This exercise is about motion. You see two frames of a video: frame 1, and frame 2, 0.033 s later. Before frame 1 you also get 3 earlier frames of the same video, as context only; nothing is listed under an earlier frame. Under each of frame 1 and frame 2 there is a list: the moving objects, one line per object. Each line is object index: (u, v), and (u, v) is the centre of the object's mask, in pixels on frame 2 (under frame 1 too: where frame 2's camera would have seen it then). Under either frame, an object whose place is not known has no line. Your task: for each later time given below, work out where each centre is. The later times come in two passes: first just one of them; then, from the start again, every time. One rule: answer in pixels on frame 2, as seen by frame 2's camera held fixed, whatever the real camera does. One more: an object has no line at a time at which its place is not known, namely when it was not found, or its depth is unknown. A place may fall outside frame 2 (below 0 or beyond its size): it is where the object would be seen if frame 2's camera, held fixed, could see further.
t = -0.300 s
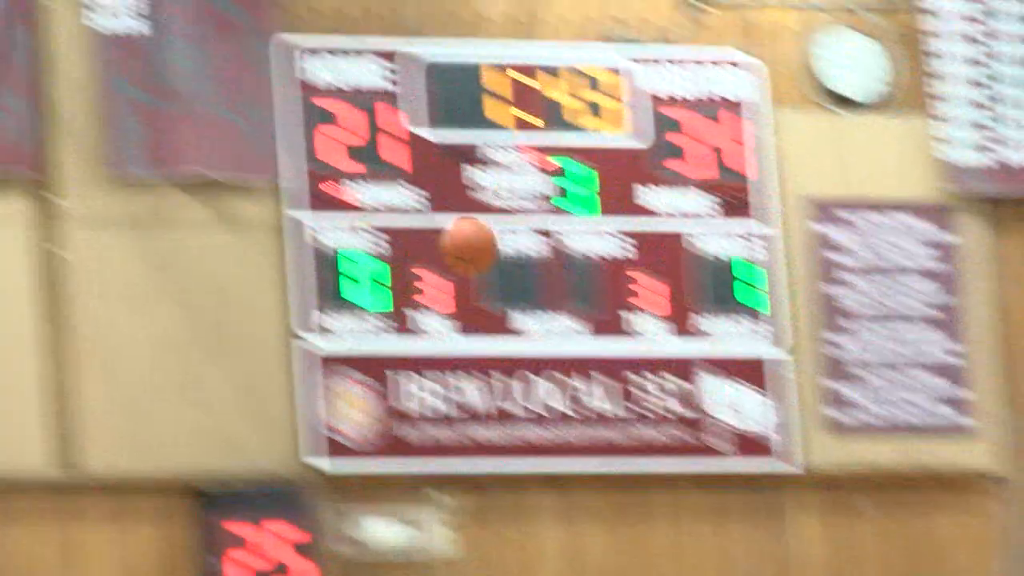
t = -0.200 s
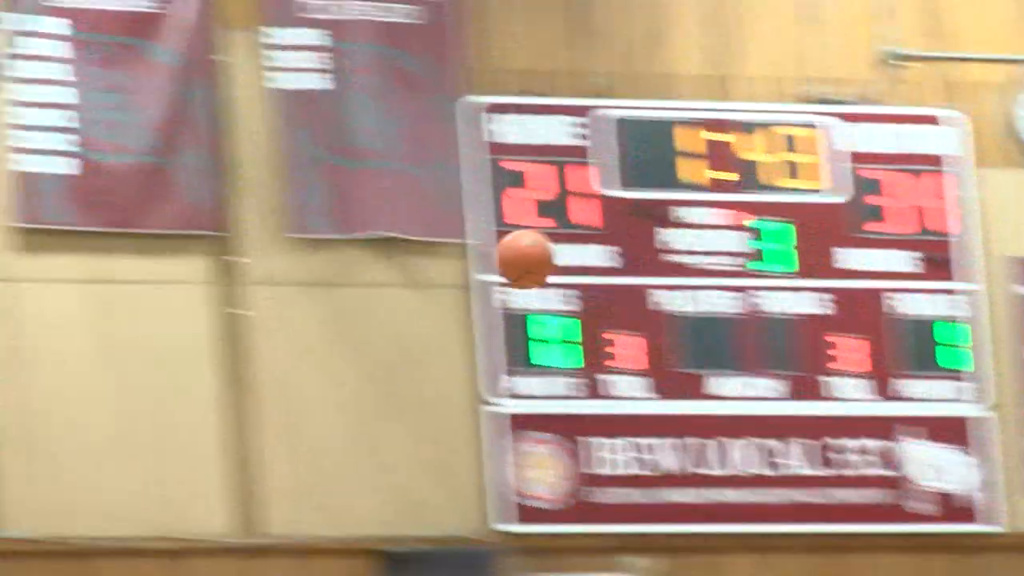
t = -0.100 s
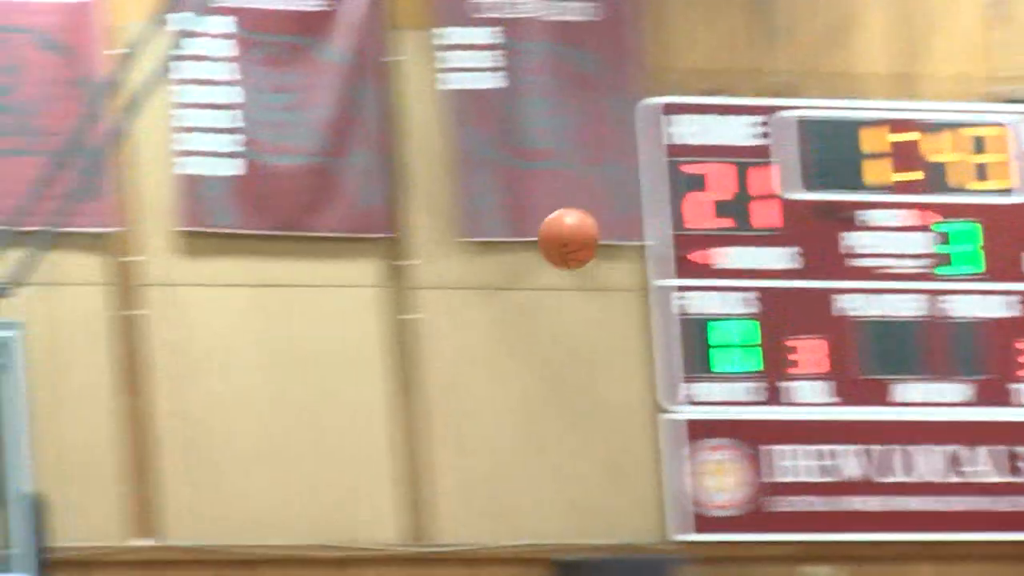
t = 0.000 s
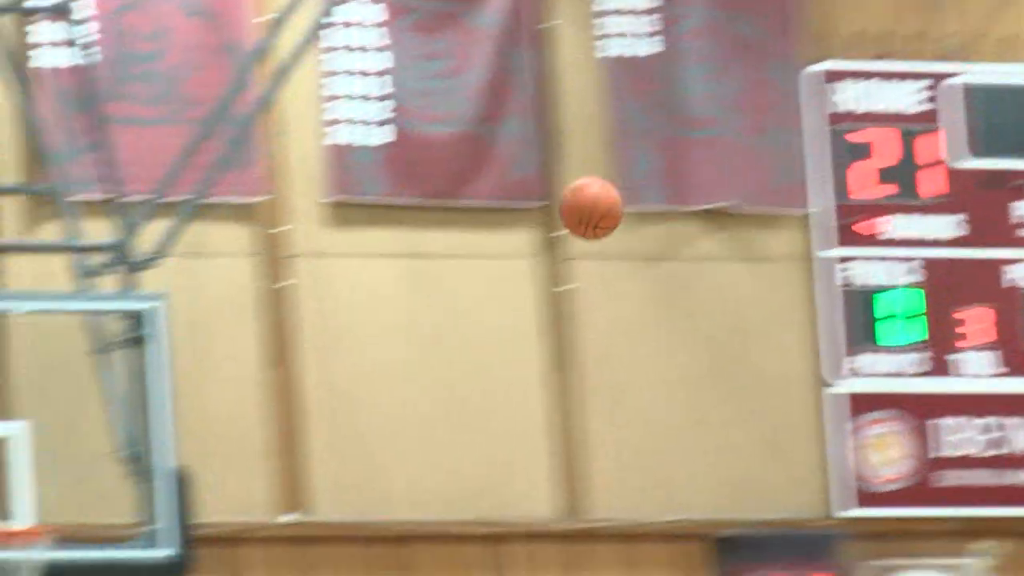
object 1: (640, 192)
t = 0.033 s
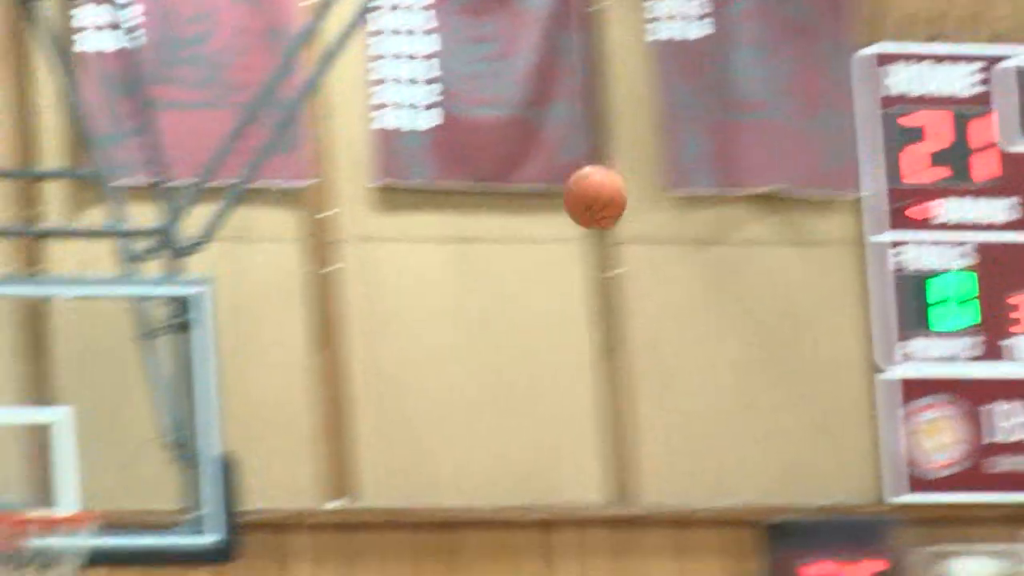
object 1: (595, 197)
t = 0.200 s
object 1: (376, 266)
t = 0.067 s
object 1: (551, 205)
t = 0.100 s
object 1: (507, 215)
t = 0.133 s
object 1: (463, 230)
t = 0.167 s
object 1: (420, 247)
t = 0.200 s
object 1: (376, 266)
